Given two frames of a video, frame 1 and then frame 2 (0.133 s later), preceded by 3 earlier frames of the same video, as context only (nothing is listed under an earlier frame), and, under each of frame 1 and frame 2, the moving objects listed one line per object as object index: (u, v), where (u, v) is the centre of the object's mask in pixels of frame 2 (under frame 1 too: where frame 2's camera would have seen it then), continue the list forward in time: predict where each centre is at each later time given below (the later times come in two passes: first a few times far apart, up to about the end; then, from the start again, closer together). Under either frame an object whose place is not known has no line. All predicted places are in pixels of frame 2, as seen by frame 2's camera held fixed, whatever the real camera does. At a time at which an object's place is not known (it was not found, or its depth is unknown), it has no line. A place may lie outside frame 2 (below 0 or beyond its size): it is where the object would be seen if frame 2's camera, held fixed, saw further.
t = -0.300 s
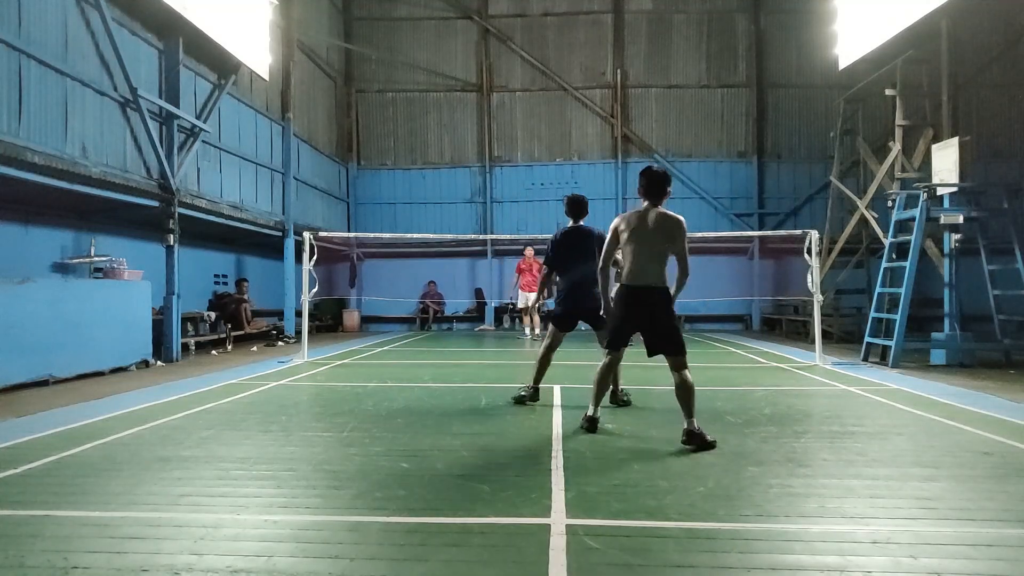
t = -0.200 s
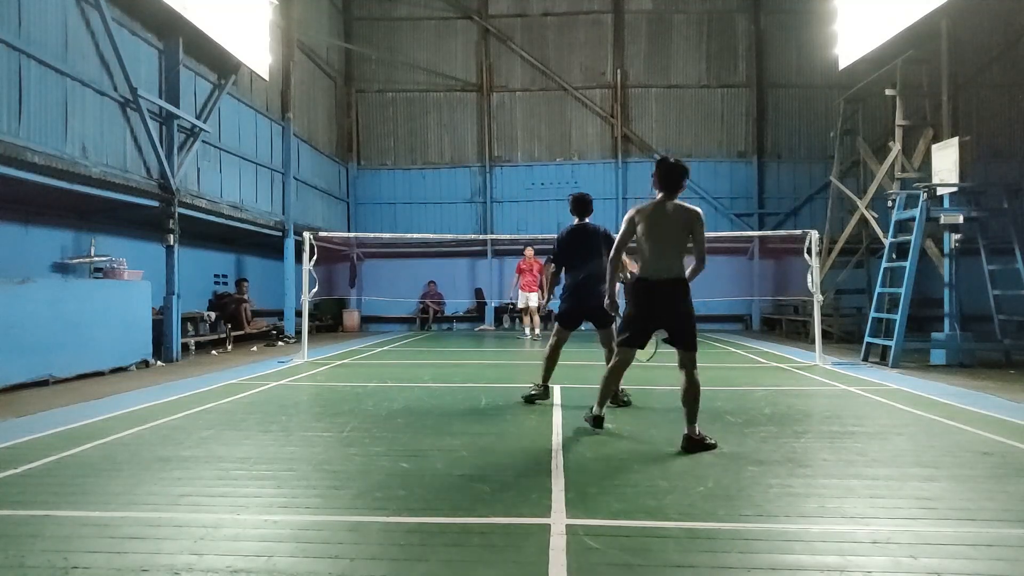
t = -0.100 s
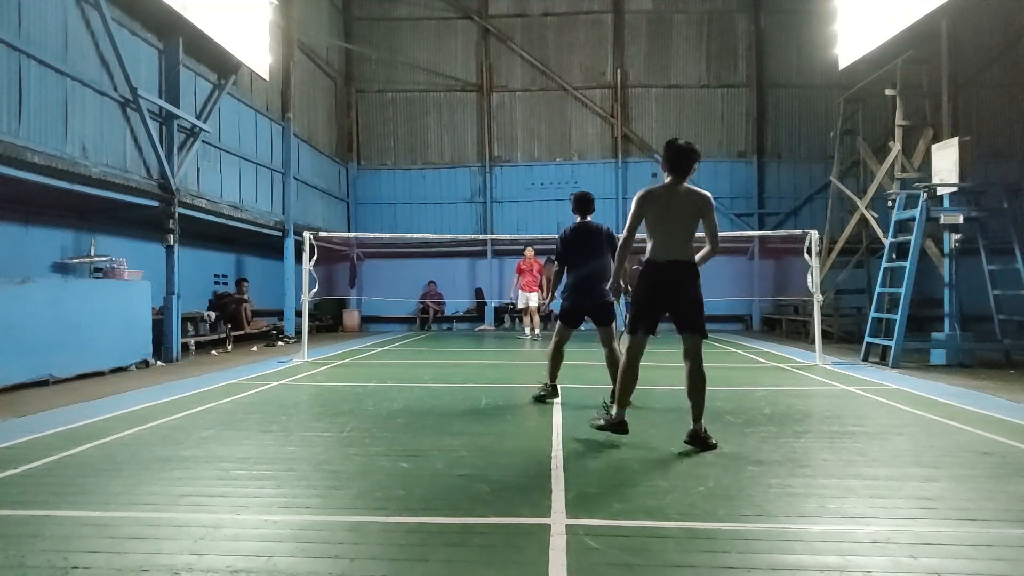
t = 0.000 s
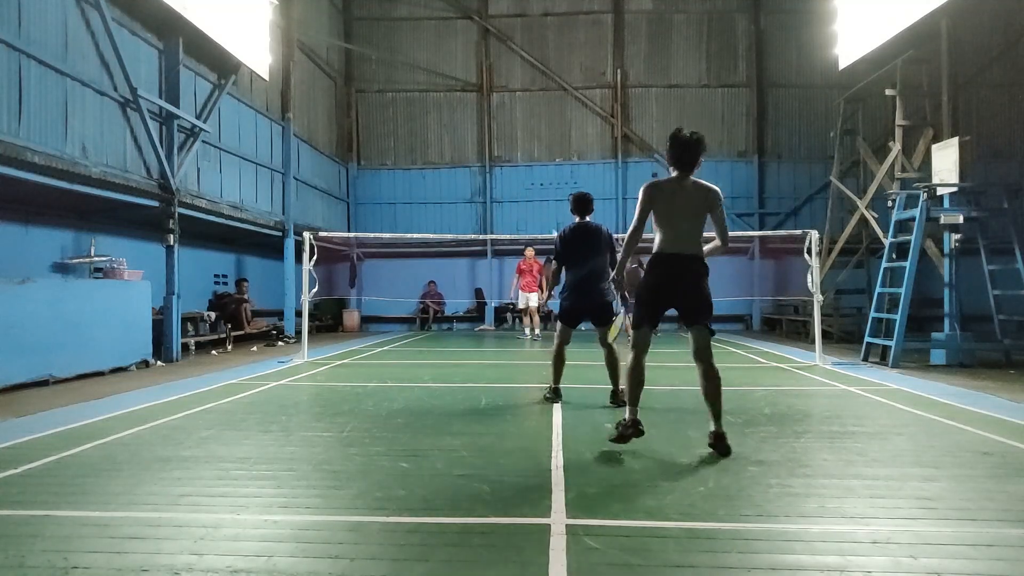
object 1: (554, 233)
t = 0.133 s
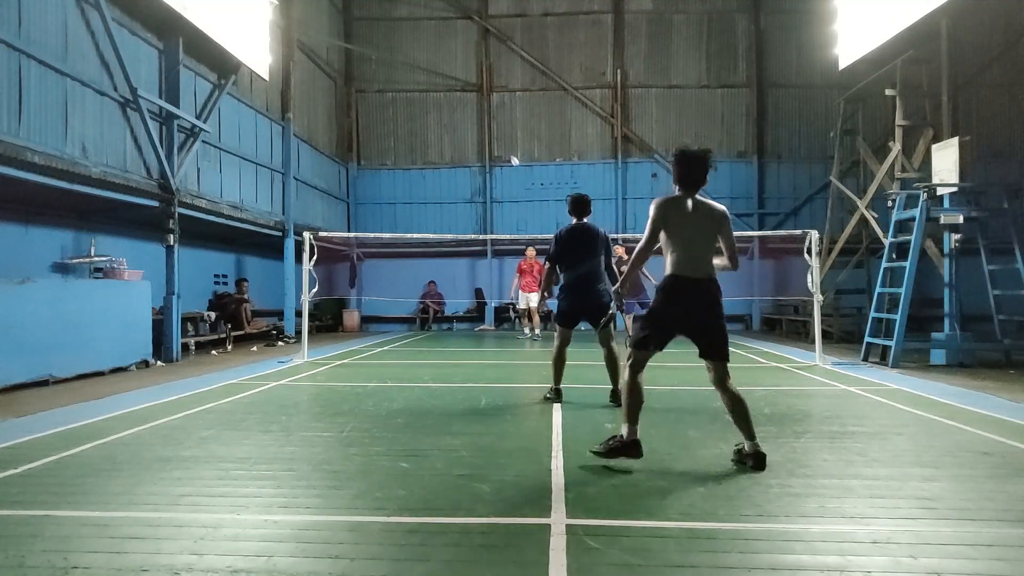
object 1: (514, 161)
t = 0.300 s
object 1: (462, 91)
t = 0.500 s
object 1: (391, 44)
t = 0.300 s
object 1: (462, 91)
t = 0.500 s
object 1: (391, 44)
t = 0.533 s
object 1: (378, 40)
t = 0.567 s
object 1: (365, 38)
